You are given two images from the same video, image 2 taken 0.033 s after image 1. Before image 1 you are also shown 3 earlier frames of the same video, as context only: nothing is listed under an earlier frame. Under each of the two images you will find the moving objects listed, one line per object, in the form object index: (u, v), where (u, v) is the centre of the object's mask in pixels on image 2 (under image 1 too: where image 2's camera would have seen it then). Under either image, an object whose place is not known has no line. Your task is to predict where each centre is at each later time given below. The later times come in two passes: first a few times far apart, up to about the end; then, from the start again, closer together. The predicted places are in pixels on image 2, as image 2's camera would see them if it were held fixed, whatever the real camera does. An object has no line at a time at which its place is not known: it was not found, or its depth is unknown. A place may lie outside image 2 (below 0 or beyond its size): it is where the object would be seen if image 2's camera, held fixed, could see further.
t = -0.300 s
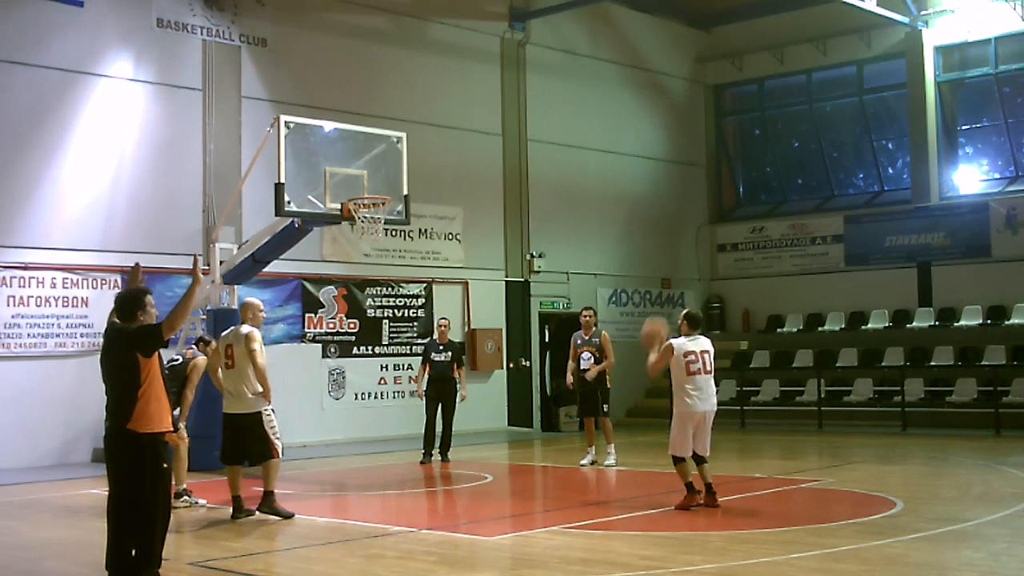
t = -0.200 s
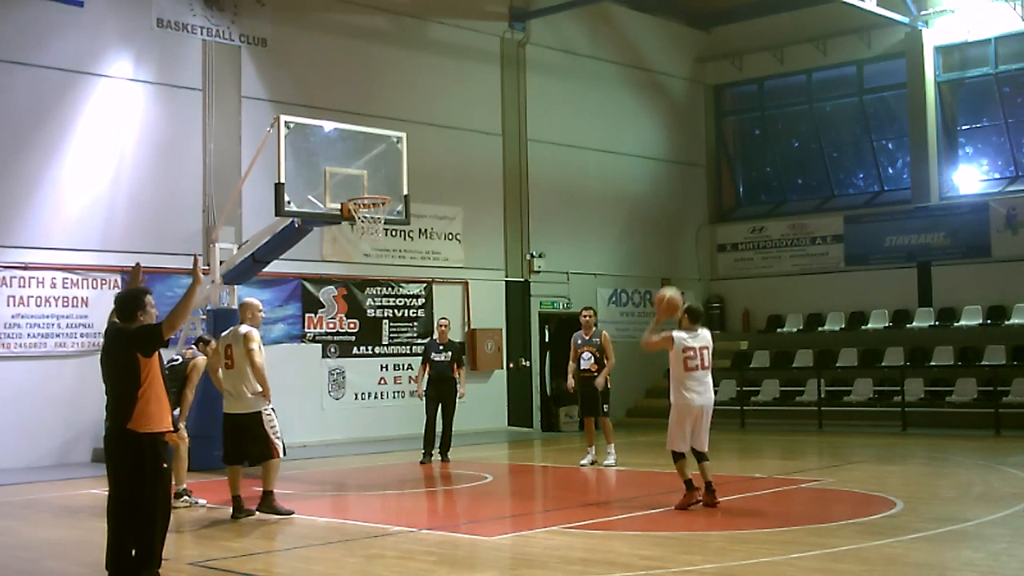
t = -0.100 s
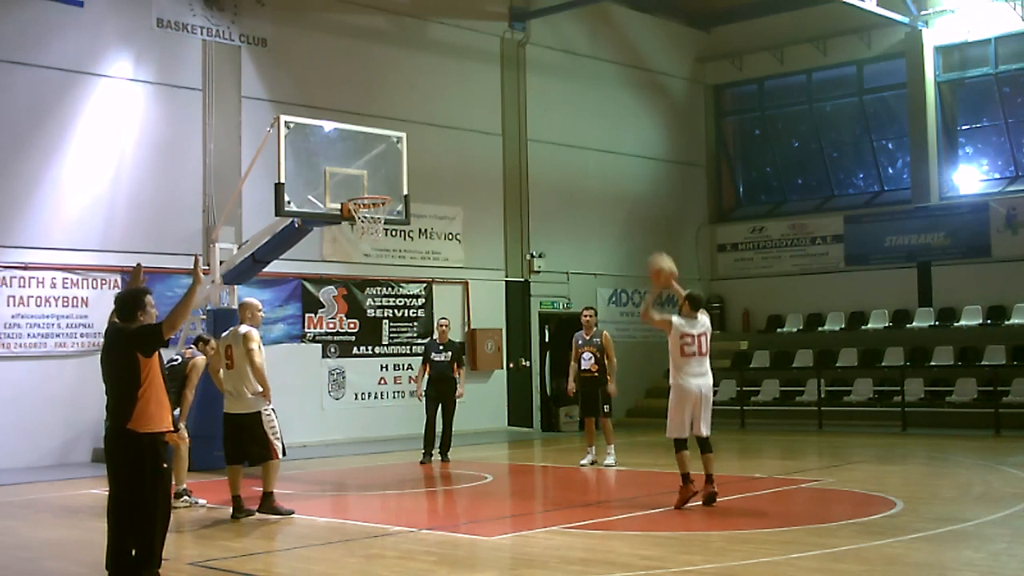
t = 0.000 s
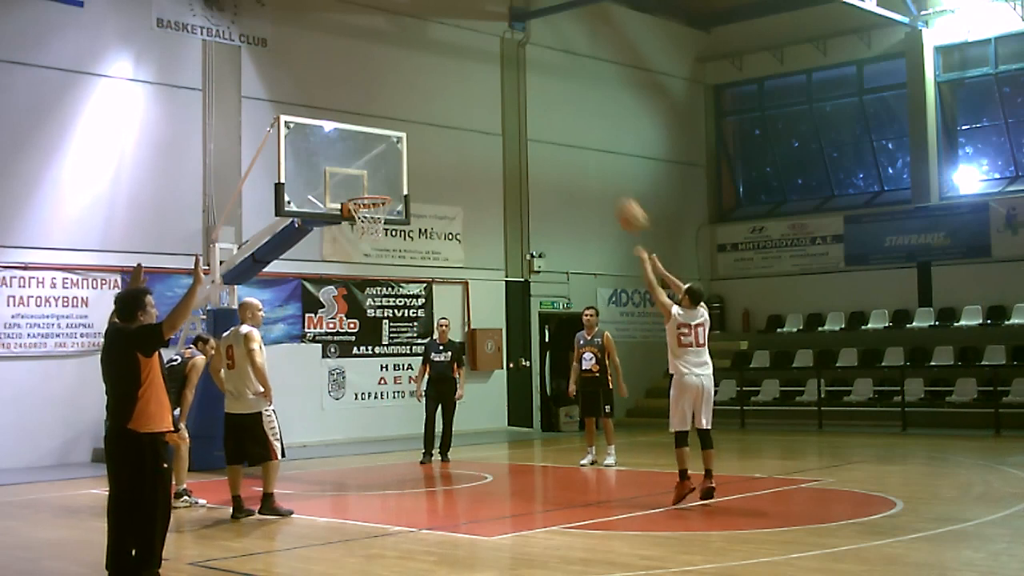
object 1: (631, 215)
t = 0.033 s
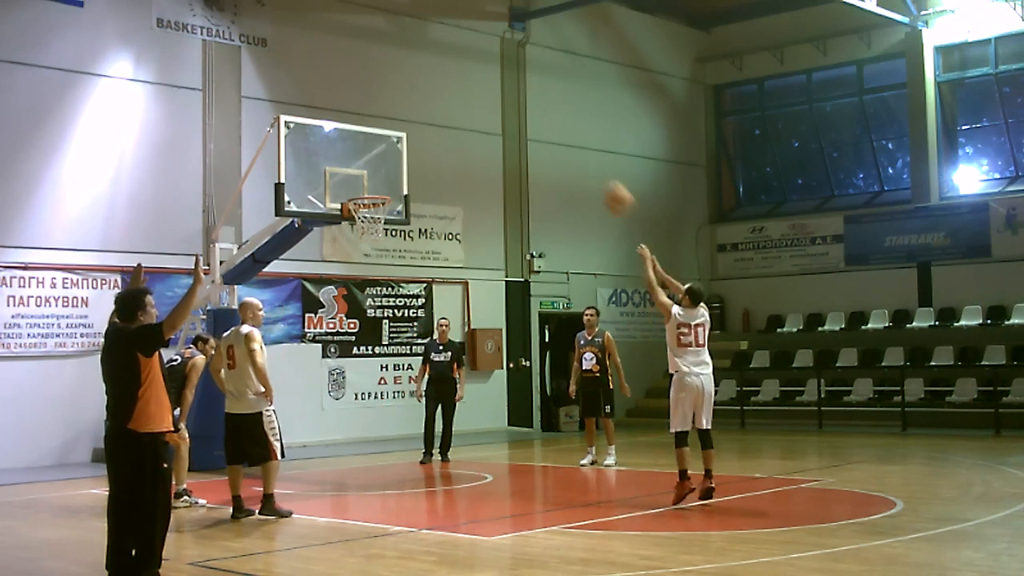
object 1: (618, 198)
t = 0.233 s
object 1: (548, 125)
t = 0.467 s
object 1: (475, 96)
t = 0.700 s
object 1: (411, 118)
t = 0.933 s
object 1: (350, 188)
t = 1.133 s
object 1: (366, 150)
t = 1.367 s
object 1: (385, 141)
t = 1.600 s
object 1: (408, 166)
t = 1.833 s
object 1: (431, 239)
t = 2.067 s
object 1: (454, 358)
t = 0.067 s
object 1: (605, 182)
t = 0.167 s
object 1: (570, 143)
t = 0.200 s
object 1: (559, 134)
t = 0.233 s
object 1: (548, 125)
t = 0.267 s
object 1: (536, 116)
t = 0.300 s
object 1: (525, 110)
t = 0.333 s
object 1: (515, 104)
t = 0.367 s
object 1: (505, 101)
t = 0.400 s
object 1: (495, 98)
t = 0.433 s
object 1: (485, 96)
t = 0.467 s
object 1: (475, 96)
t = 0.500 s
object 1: (465, 96)
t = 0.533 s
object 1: (456, 96)
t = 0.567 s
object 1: (446, 99)
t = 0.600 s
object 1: (437, 102)
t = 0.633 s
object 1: (429, 107)
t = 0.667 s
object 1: (420, 112)
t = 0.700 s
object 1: (411, 118)
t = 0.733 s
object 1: (403, 125)
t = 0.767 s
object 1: (394, 133)
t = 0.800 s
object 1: (385, 144)
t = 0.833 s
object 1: (377, 152)
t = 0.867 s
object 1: (370, 163)
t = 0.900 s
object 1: (361, 174)
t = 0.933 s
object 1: (350, 188)
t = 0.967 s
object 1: (351, 185)
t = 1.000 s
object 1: (356, 175)
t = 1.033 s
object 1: (358, 167)
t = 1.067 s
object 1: (361, 160)
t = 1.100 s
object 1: (363, 155)
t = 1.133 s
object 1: (366, 150)
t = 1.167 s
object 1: (369, 147)
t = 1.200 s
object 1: (371, 144)
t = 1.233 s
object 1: (373, 143)
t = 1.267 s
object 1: (376, 143)
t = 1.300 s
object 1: (378, 143)
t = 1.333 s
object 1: (381, 142)
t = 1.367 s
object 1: (385, 141)
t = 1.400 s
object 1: (388, 142)
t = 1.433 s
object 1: (391, 143)
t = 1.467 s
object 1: (394, 147)
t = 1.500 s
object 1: (398, 150)
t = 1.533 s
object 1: (401, 155)
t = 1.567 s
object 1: (405, 160)
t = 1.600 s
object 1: (408, 166)
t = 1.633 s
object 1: (411, 174)
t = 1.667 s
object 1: (415, 182)
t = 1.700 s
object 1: (418, 191)
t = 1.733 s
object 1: (420, 201)
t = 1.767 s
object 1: (423, 213)
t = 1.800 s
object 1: (426, 225)
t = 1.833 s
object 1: (431, 239)
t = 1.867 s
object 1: (432, 253)
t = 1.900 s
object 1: (437, 269)
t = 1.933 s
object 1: (441, 284)
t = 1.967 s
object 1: (443, 303)
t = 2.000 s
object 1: (446, 319)
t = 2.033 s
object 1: (449, 338)
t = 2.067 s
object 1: (454, 358)
